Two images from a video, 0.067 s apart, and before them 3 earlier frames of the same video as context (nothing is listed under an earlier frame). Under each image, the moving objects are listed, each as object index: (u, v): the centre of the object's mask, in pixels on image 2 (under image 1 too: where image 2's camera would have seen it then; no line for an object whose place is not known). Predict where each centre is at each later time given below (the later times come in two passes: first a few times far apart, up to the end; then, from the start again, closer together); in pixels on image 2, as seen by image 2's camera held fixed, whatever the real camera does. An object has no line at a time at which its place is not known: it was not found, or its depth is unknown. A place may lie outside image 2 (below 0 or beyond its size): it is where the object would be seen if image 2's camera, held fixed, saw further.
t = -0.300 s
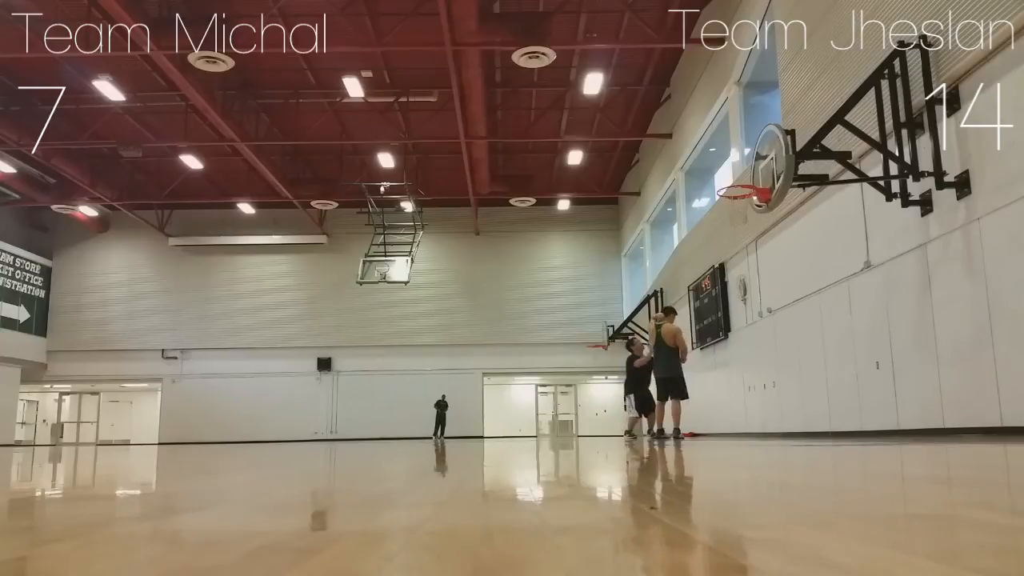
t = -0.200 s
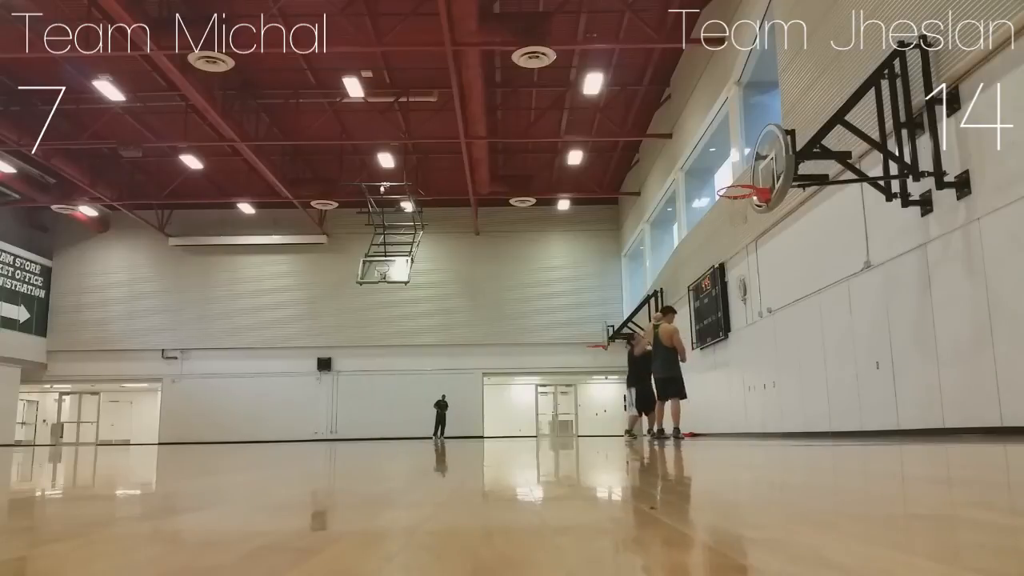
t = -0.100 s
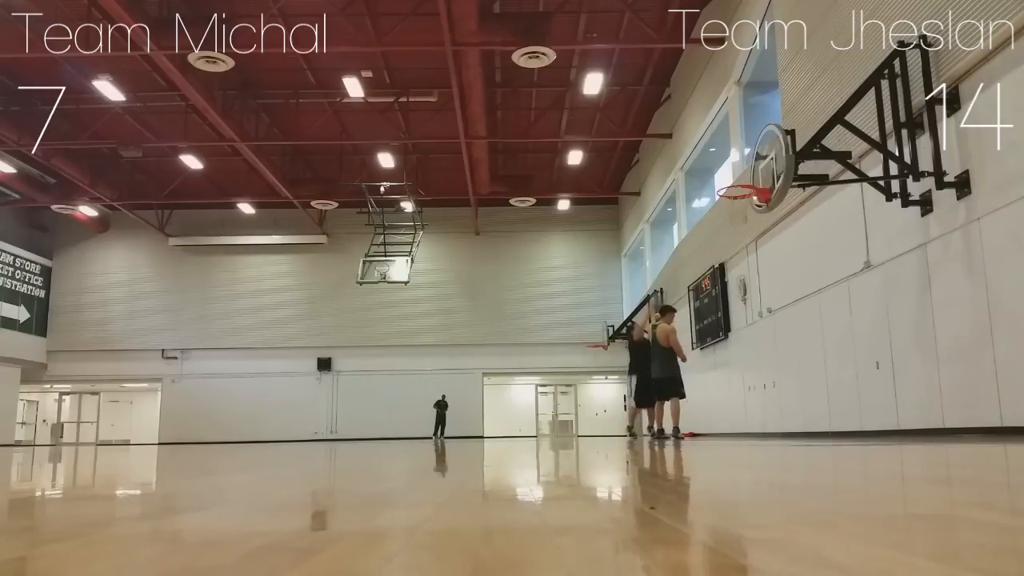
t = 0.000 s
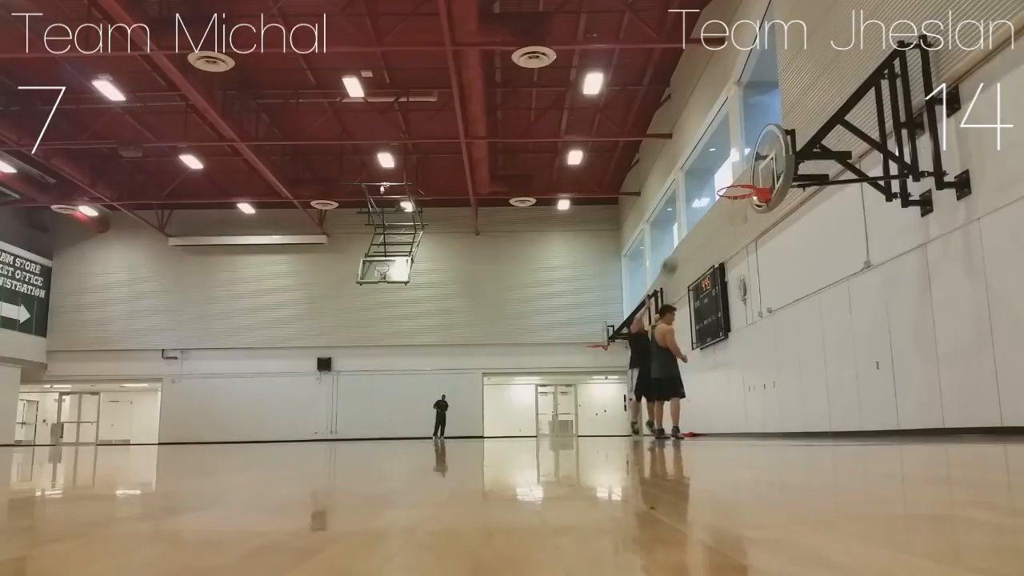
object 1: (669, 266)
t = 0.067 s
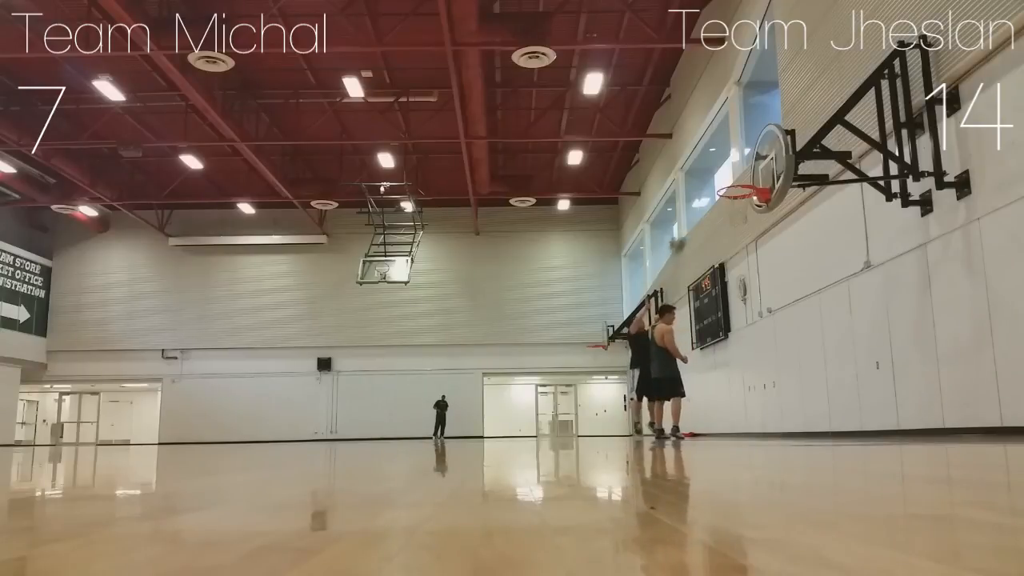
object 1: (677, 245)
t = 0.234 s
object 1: (700, 200)
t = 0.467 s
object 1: (737, 168)
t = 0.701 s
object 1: (745, 175)
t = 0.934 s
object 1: (734, 211)
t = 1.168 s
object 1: (756, 248)
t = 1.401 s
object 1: (779, 325)
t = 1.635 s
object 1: (806, 414)
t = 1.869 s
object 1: (817, 332)
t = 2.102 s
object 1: (832, 293)
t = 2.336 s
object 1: (850, 294)
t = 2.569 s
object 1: (873, 341)
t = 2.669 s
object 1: (884, 374)
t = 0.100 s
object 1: (682, 234)
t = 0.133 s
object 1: (686, 224)
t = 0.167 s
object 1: (691, 216)
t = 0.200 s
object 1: (695, 209)
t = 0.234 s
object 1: (700, 200)
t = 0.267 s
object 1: (705, 193)
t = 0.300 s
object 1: (710, 187)
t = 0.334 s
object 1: (715, 182)
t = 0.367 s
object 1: (721, 177)
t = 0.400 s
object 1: (726, 173)
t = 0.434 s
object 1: (731, 169)
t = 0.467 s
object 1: (737, 168)
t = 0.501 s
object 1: (742, 166)
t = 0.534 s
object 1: (749, 164)
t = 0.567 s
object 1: (755, 163)
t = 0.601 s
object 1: (754, 165)
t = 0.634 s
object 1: (751, 168)
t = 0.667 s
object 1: (748, 171)
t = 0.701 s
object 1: (745, 175)
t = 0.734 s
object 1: (743, 176)
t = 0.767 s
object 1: (739, 184)
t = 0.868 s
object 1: (727, 200)
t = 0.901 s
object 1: (729, 203)
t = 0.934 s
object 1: (734, 211)
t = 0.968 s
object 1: (736, 214)
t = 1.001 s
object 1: (739, 217)
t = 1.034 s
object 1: (742, 221)
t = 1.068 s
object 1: (745, 226)
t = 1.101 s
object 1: (749, 232)
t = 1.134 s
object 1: (752, 238)
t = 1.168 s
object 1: (756, 248)
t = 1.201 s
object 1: (759, 256)
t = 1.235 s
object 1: (762, 265)
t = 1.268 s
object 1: (766, 275)
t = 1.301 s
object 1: (768, 285)
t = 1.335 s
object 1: (772, 296)
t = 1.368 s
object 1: (776, 311)
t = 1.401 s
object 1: (779, 325)
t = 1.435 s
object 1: (783, 340)
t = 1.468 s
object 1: (788, 357)
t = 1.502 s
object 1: (792, 373)
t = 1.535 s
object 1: (796, 392)
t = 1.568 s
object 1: (800, 410)
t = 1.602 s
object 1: (804, 427)
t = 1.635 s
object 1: (806, 414)
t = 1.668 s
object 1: (808, 399)
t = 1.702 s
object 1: (809, 385)
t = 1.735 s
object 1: (811, 373)
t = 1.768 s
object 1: (812, 361)
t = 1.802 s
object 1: (814, 350)
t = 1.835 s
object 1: (816, 341)
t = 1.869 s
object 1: (817, 332)
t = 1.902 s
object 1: (819, 323)
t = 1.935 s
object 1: (821, 316)
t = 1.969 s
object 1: (823, 310)
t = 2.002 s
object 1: (825, 304)
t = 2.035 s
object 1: (828, 300)
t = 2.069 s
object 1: (830, 296)
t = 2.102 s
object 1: (832, 293)
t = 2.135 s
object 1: (834, 290)
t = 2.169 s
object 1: (837, 289)
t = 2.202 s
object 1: (839, 288)
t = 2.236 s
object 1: (842, 288)
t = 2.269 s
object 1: (844, 289)
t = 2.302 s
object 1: (847, 291)
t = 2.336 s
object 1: (850, 294)
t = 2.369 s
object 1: (853, 298)
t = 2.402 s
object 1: (857, 303)
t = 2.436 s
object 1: (860, 308)
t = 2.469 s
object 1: (863, 315)
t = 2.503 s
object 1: (866, 323)
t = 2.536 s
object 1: (870, 331)
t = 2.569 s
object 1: (873, 341)
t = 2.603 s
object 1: (877, 351)
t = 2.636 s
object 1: (880, 363)
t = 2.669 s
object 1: (884, 374)
